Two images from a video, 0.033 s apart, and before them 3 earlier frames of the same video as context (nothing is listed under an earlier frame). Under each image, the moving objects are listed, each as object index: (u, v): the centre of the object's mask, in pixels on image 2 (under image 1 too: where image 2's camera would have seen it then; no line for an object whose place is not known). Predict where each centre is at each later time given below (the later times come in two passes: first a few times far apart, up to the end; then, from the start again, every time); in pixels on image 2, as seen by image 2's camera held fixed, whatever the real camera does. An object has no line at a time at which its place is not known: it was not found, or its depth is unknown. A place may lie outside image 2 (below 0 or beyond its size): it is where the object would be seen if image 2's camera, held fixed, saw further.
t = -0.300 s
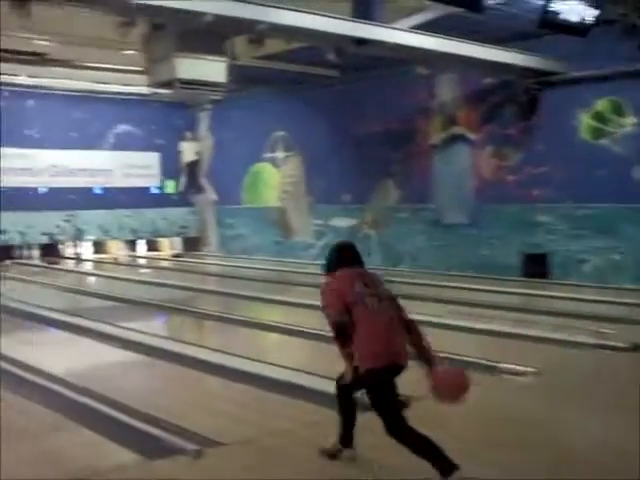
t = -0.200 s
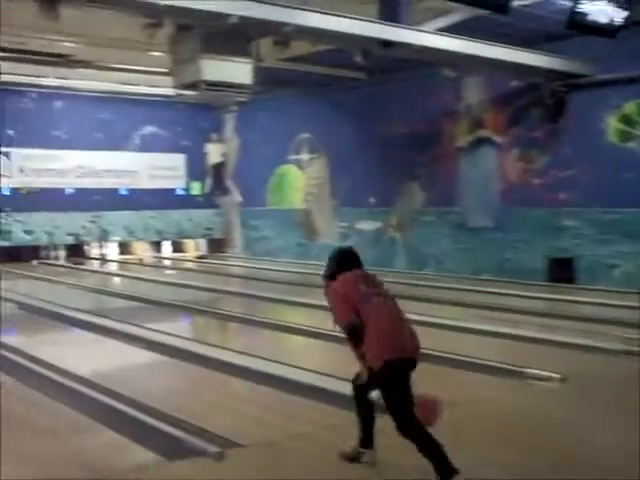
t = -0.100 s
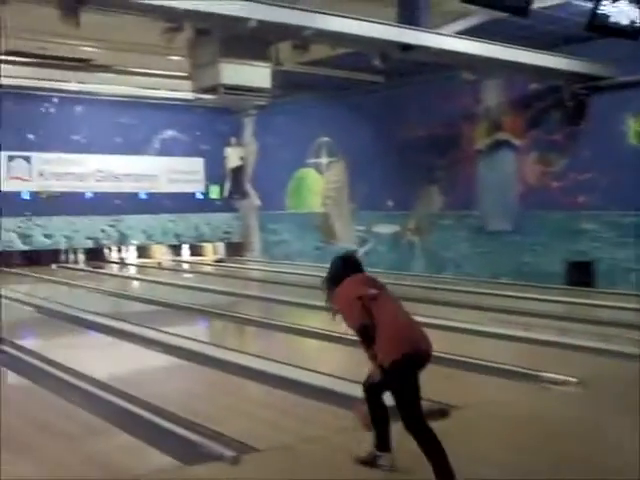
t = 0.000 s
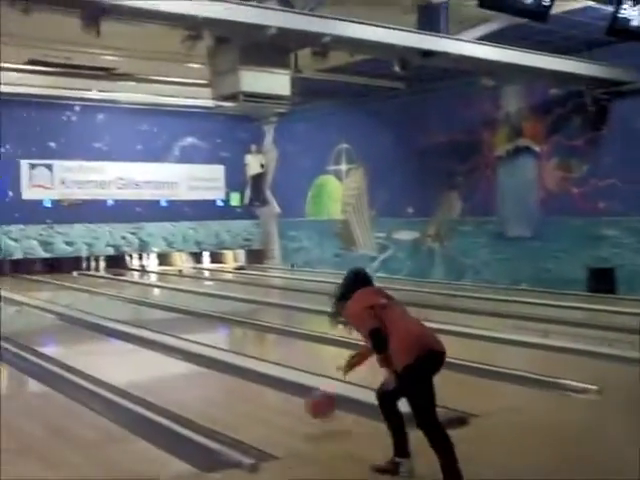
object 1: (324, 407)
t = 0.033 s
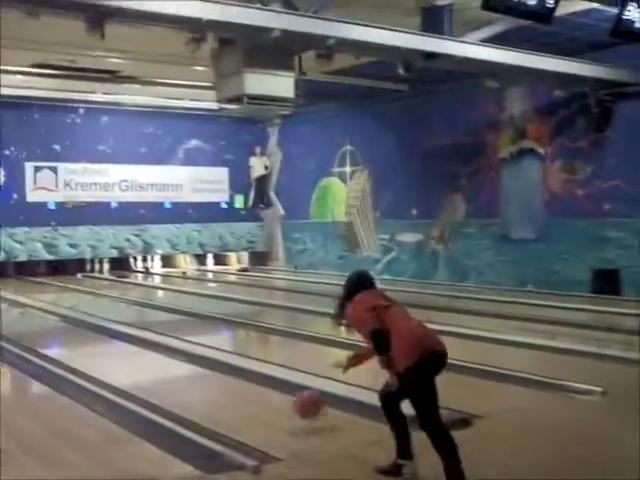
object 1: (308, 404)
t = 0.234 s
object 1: (228, 391)
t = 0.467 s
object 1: (161, 367)
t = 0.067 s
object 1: (293, 405)
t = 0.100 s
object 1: (280, 408)
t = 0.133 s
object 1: (266, 404)
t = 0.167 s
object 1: (254, 400)
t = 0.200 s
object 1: (240, 395)
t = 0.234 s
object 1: (228, 391)
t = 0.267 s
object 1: (217, 387)
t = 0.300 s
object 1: (206, 383)
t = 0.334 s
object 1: (195, 380)
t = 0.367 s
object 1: (186, 376)
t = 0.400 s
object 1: (177, 373)
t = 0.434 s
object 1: (169, 370)
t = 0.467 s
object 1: (161, 367)
